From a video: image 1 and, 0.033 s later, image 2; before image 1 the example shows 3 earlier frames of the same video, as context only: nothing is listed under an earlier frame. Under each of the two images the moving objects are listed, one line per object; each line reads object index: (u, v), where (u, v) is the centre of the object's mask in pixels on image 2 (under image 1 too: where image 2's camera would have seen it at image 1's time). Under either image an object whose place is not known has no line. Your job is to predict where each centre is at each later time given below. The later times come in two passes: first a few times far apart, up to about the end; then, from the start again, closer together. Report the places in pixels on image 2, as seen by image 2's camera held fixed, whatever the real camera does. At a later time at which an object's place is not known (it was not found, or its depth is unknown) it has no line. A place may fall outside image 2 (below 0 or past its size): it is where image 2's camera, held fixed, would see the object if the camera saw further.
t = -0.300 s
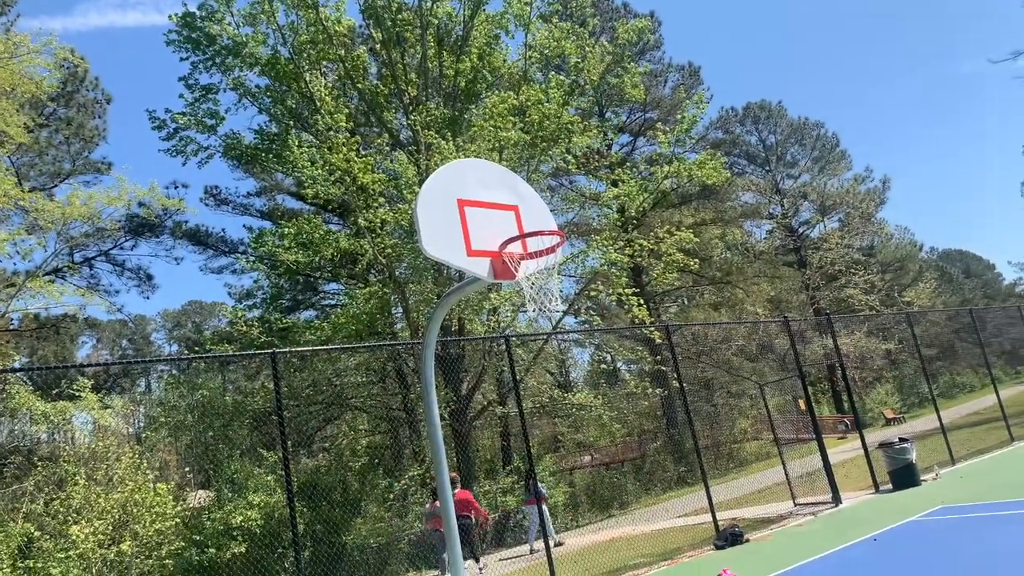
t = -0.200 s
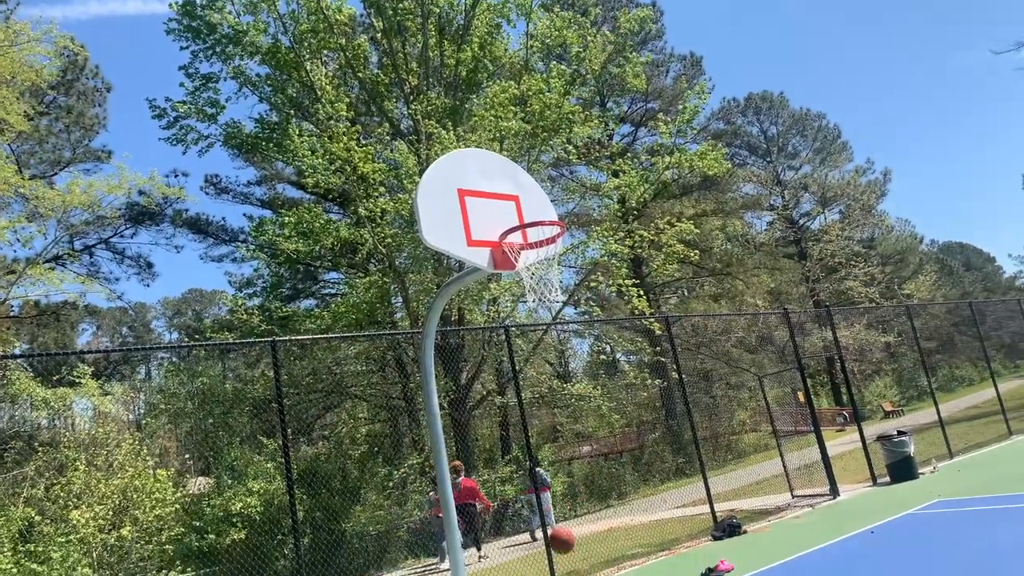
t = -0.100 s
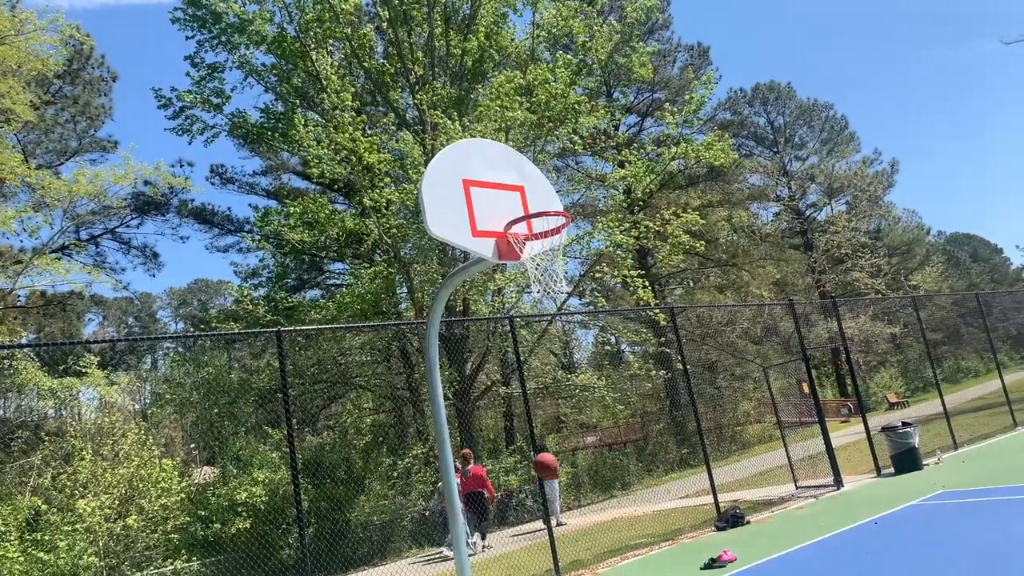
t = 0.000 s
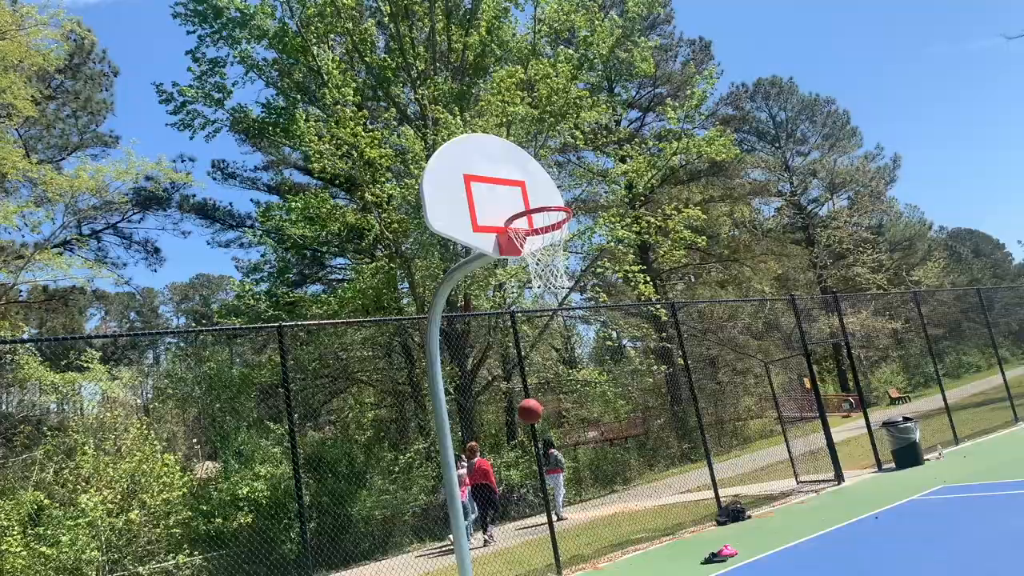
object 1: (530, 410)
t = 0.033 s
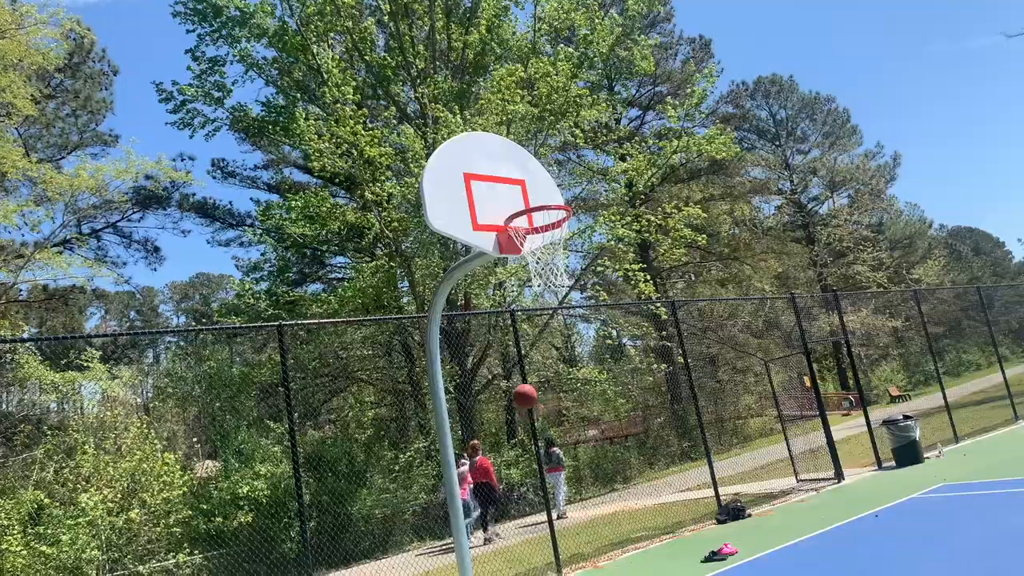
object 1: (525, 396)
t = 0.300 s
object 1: (495, 337)
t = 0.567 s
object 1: (477, 346)
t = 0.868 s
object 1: (491, 383)
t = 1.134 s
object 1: (520, 477)
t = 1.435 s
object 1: (540, 522)
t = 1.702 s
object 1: (538, 454)
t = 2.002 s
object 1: (549, 455)
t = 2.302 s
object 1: (572, 539)
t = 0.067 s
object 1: (522, 384)
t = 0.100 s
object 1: (516, 373)
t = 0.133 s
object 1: (512, 365)
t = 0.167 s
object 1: (507, 357)
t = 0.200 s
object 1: (504, 351)
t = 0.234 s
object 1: (501, 346)
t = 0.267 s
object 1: (497, 341)
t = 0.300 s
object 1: (495, 337)
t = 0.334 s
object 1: (491, 335)
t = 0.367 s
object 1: (489, 334)
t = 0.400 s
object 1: (487, 333)
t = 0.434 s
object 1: (484, 334)
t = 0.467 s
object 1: (483, 336)
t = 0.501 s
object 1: (480, 339)
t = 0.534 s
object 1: (479, 341)
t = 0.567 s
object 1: (477, 346)
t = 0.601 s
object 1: (476, 351)
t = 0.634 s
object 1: (476, 355)
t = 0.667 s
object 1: (478, 355)
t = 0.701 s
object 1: (480, 357)
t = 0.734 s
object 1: (482, 360)
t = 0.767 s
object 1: (485, 365)
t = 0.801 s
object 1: (487, 370)
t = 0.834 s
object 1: (489, 377)
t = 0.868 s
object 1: (491, 383)
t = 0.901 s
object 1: (494, 391)
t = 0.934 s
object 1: (498, 400)
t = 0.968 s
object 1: (501, 411)
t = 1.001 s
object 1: (504, 422)
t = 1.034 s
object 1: (508, 434)
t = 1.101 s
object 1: (516, 462)
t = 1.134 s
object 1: (520, 477)
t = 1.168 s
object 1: (523, 494)
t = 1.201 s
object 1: (528, 512)
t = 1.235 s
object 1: (532, 532)
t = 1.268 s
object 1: (536, 552)
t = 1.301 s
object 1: (542, 574)
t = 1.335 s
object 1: (542, 567)
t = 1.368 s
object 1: (541, 551)
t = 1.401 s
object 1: (540, 536)
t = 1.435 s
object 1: (540, 522)
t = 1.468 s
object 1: (540, 509)
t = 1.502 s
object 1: (540, 497)
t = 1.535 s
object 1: (538, 487)
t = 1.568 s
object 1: (540, 477)
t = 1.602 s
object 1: (538, 470)
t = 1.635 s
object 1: (538, 464)
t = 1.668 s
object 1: (538, 459)
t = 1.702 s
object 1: (538, 454)
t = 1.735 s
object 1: (539, 450)
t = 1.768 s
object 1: (540, 446)
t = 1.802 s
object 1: (540, 444)
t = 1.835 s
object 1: (541, 442)
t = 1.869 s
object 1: (541, 443)
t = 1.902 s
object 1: (543, 444)
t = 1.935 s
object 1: (545, 445)
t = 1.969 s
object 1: (548, 448)
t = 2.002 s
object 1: (549, 455)
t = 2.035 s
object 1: (551, 458)
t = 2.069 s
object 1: (553, 463)
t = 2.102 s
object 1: (556, 472)
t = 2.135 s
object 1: (558, 480)
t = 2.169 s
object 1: (561, 490)
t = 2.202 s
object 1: (562, 498)
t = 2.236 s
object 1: (565, 511)
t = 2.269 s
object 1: (568, 524)
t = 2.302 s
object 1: (572, 539)
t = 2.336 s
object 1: (575, 555)
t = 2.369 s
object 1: (578, 568)
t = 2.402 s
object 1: (579, 556)
